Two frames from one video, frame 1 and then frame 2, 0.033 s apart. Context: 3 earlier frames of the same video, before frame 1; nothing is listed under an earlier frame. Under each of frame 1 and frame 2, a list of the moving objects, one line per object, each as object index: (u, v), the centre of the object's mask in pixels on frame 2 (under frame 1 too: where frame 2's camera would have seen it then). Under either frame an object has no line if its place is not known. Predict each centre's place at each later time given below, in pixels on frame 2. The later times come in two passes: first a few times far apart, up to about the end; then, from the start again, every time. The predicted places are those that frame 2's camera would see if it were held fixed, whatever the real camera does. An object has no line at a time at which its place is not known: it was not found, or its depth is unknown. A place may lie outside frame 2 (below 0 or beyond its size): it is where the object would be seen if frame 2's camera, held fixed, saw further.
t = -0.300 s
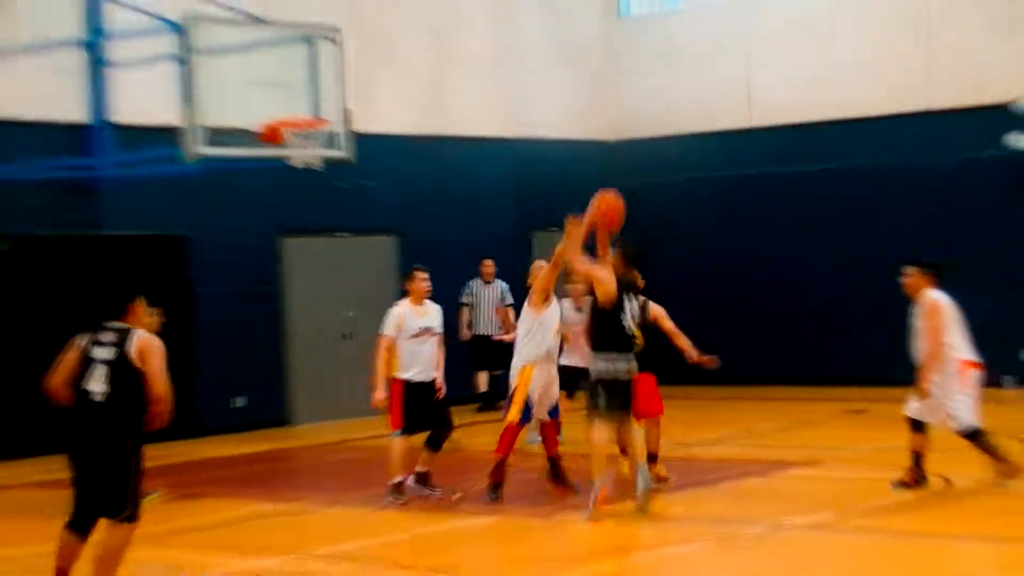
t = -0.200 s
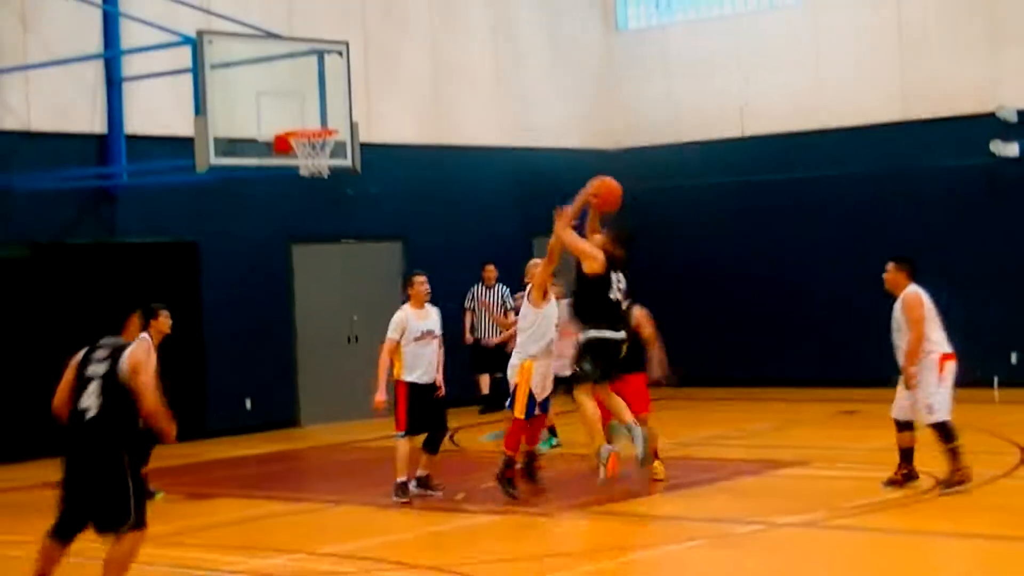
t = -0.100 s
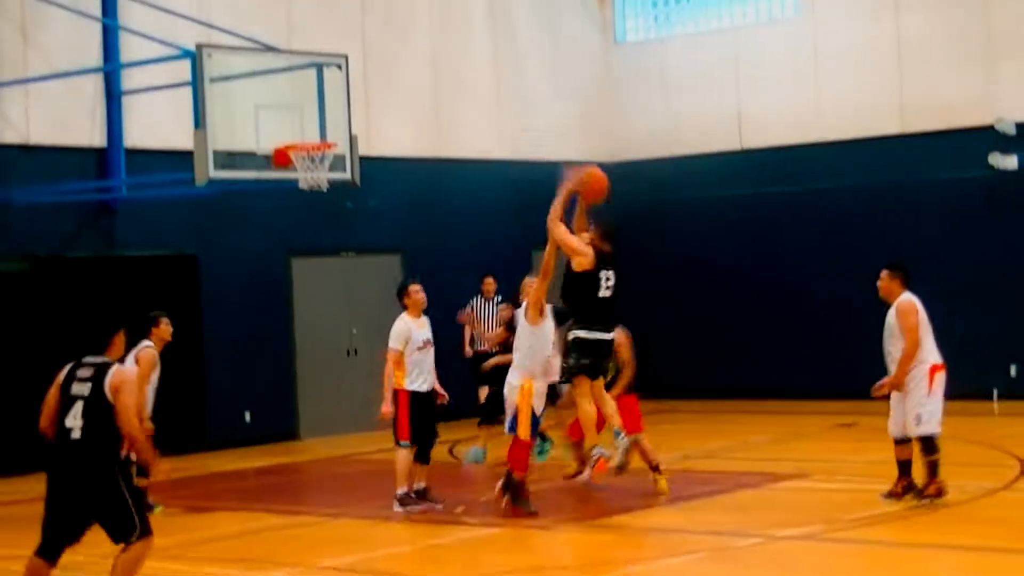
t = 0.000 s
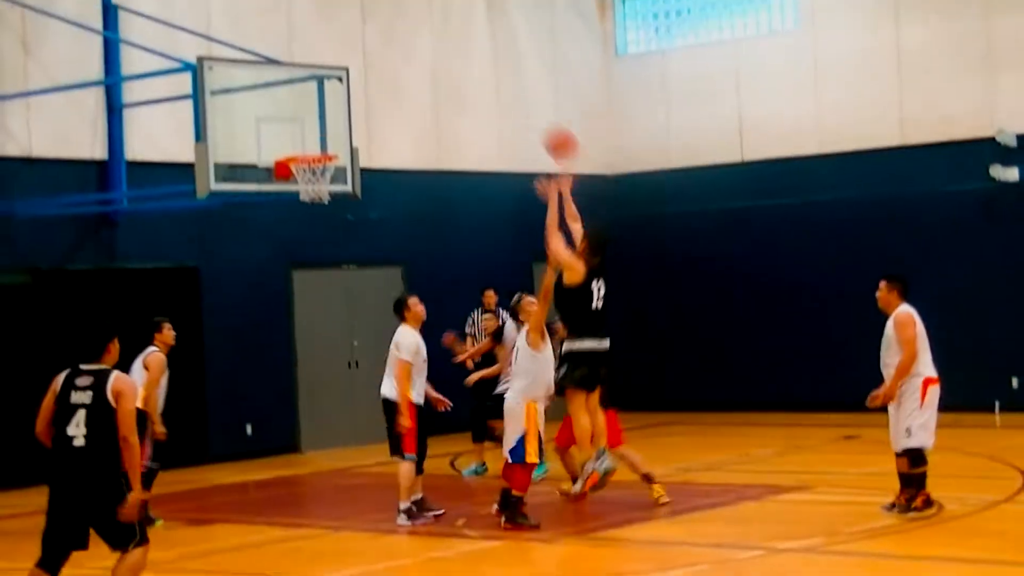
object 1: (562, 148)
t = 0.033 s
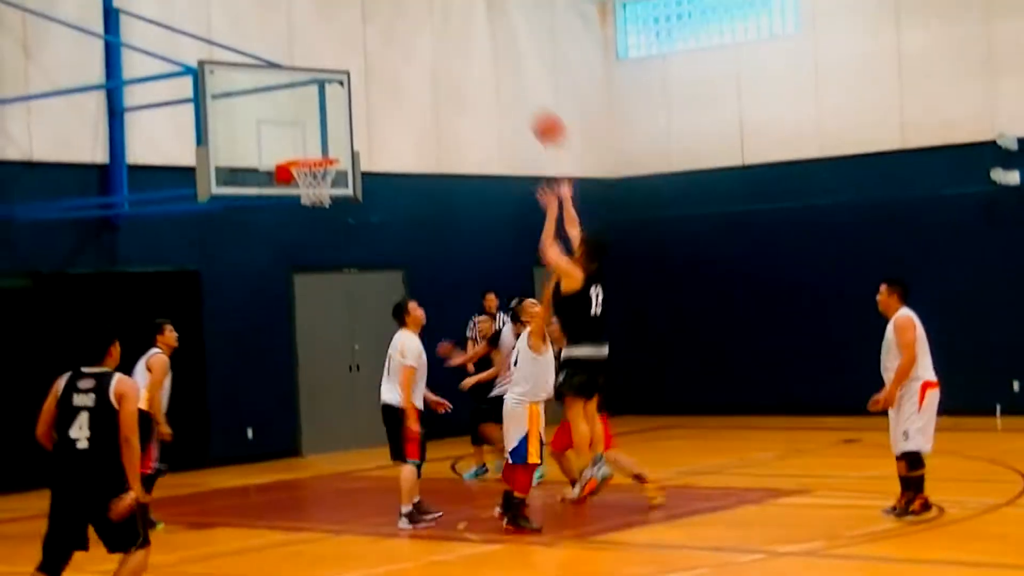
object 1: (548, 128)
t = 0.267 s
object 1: (464, 40)
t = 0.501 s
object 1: (394, 26)
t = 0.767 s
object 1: (329, 85)
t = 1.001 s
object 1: (319, 121)
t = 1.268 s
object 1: (402, 66)
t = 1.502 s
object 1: (479, 75)
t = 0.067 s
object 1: (536, 111)
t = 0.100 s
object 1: (523, 95)
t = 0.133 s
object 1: (510, 80)
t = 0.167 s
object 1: (498, 68)
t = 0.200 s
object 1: (487, 57)
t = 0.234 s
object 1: (475, 47)
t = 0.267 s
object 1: (464, 40)
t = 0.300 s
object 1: (453, 34)
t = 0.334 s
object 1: (443, 29)
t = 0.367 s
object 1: (432, 26)
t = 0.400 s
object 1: (422, 24)
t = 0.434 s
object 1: (413, 23)
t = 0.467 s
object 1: (403, 23)
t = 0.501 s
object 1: (394, 26)
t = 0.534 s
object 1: (385, 29)
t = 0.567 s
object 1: (376, 33)
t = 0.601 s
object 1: (367, 40)
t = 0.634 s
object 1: (359, 46)
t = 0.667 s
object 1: (351, 54)
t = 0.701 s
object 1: (344, 62)
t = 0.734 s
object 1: (336, 74)
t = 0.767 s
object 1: (329, 85)
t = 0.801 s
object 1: (321, 97)
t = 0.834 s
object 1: (312, 111)
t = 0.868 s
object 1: (305, 126)
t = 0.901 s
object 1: (299, 140)
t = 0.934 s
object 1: (299, 146)
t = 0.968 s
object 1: (308, 134)
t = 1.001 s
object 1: (319, 121)
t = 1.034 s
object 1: (329, 110)
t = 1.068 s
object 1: (340, 99)
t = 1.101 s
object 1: (350, 90)
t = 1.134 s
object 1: (363, 82)
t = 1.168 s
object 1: (373, 75)
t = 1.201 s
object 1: (380, 73)
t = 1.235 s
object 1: (391, 69)
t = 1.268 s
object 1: (402, 66)
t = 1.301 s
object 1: (413, 63)
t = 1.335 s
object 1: (424, 62)
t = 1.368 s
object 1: (435, 63)
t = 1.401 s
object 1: (445, 64)
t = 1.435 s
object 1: (456, 67)
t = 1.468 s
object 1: (467, 71)
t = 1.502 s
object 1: (479, 75)
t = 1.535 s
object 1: (490, 81)
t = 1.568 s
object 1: (500, 87)
